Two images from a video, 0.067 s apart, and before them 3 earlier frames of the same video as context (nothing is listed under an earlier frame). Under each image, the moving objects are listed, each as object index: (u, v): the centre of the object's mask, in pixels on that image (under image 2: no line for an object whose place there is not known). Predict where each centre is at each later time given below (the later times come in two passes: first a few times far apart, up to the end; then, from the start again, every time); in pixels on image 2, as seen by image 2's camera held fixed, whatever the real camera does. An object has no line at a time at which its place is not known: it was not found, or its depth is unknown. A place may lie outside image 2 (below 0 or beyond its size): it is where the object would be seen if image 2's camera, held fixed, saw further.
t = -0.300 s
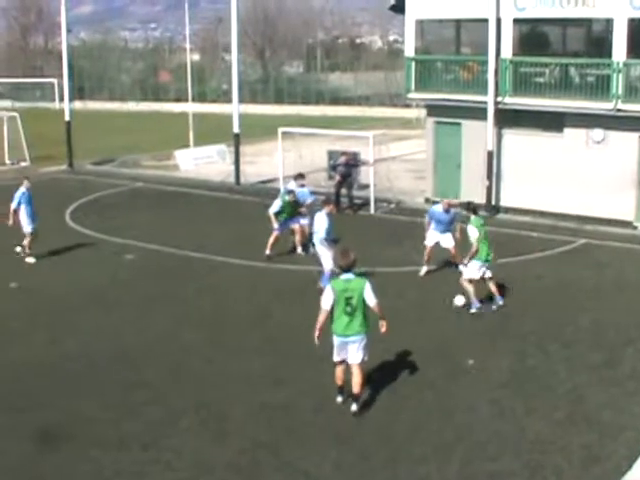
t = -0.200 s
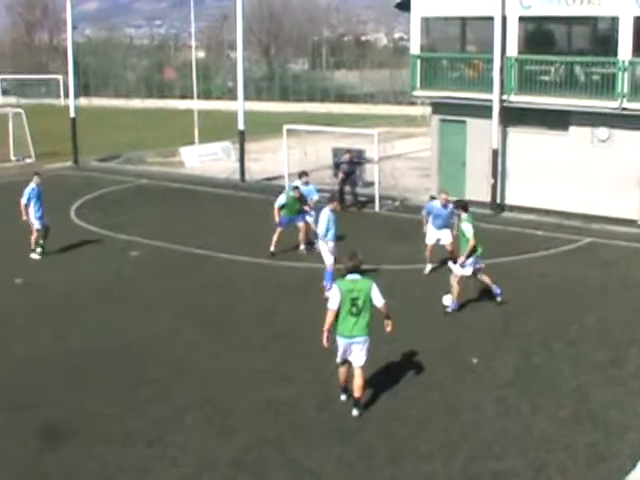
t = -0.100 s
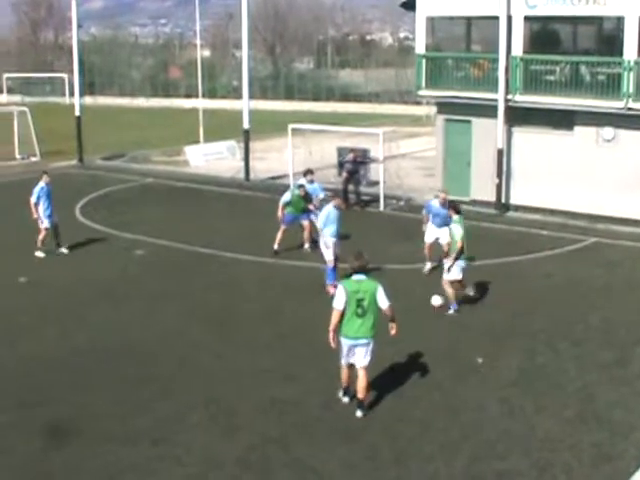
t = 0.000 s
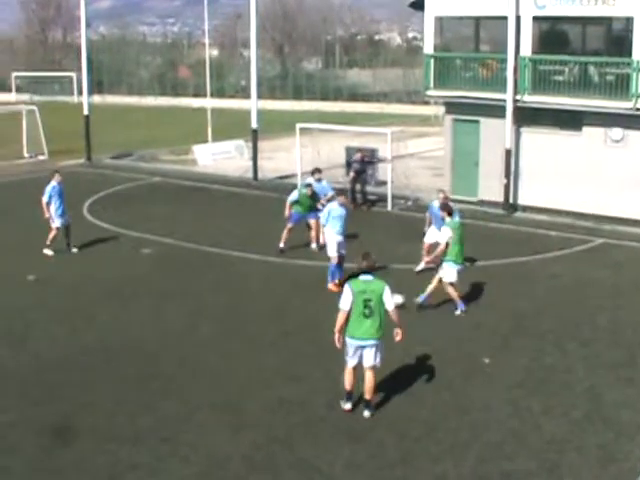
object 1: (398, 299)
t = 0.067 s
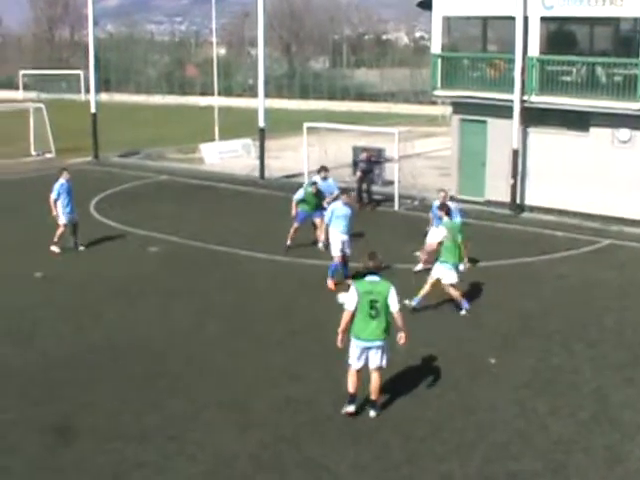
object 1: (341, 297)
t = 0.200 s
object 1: (227, 302)
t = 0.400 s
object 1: (73, 303)
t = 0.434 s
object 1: (50, 302)
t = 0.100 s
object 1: (314, 298)
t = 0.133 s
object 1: (285, 299)
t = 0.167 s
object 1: (256, 300)
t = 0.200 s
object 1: (227, 302)
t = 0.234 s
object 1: (199, 302)
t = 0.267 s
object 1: (173, 300)
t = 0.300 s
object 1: (148, 300)
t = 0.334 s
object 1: (123, 301)
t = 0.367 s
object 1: (97, 302)
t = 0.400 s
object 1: (73, 303)
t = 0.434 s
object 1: (50, 302)
